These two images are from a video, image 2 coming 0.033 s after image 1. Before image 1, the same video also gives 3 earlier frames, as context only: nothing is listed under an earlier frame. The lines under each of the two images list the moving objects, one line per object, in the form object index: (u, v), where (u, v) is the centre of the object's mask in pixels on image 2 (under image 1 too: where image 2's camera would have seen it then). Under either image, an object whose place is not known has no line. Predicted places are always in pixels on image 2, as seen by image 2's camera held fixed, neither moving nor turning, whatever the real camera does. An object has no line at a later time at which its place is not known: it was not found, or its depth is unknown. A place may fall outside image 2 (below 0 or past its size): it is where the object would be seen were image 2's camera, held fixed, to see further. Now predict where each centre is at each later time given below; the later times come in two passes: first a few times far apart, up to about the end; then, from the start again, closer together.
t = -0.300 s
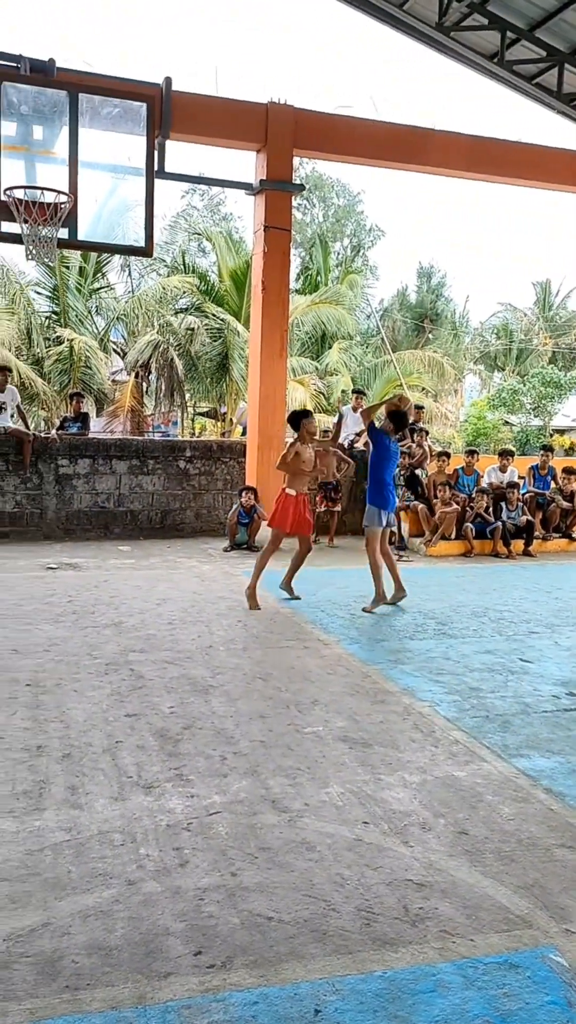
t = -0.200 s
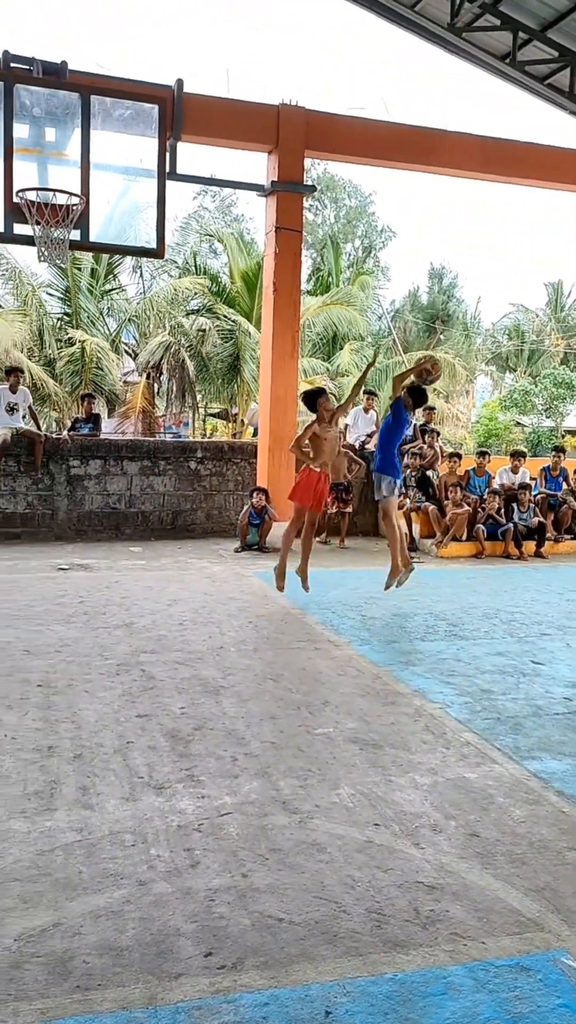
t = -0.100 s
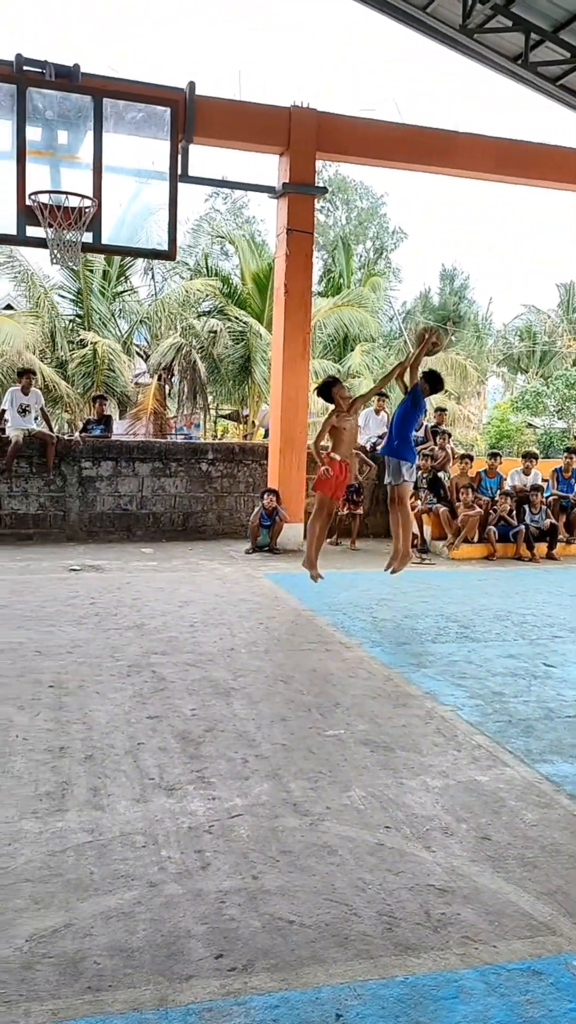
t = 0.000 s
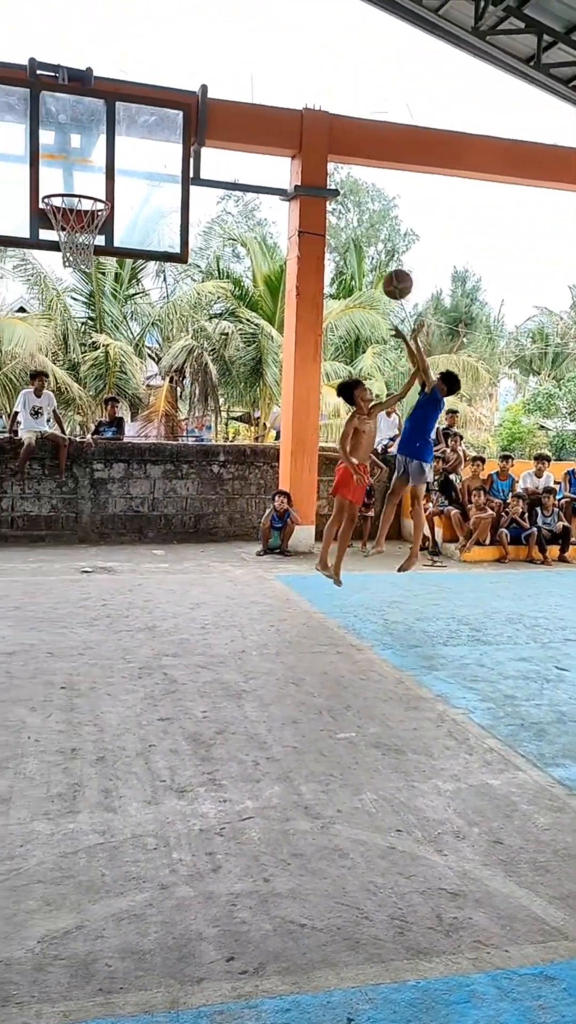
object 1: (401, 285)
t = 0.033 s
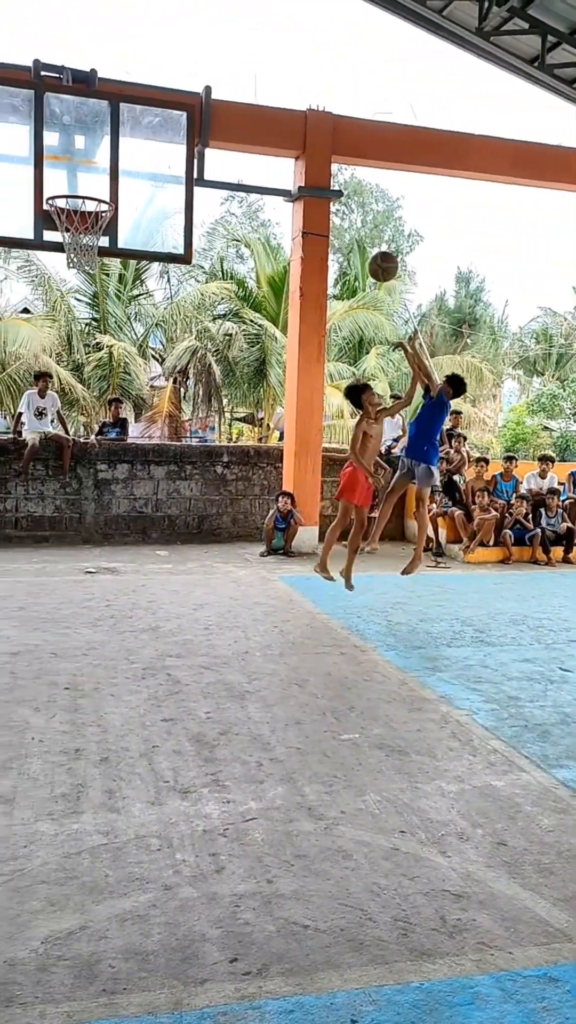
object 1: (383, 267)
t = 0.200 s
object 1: (293, 196)
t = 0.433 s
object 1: (175, 157)
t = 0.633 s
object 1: (112, 170)
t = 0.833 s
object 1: (70, 209)
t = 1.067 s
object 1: (95, 246)
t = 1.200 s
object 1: (99, 271)
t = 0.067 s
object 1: (365, 249)
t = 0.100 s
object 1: (347, 234)
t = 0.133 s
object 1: (329, 219)
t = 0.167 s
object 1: (310, 206)
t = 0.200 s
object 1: (293, 196)
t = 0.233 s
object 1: (274, 186)
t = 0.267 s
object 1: (256, 178)
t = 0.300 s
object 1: (237, 171)
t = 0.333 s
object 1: (219, 166)
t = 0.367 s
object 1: (201, 163)
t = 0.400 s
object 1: (184, 160)
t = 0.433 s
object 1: (175, 157)
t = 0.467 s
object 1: (165, 155)
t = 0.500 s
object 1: (155, 155)
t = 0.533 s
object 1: (144, 156)
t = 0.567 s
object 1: (134, 159)
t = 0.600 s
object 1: (123, 164)
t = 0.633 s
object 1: (112, 170)
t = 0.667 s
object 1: (101, 177)
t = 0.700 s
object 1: (89, 186)
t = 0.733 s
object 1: (82, 194)
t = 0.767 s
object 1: (79, 195)
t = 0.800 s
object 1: (72, 200)
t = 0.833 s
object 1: (70, 209)
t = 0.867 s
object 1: (73, 217)
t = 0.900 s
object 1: (77, 221)
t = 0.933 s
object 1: (82, 225)
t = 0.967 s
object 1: (86, 228)
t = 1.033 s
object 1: (96, 242)
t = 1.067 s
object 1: (95, 246)
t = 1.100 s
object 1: (98, 253)
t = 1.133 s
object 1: (101, 260)
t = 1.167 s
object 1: (99, 267)
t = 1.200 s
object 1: (99, 271)
